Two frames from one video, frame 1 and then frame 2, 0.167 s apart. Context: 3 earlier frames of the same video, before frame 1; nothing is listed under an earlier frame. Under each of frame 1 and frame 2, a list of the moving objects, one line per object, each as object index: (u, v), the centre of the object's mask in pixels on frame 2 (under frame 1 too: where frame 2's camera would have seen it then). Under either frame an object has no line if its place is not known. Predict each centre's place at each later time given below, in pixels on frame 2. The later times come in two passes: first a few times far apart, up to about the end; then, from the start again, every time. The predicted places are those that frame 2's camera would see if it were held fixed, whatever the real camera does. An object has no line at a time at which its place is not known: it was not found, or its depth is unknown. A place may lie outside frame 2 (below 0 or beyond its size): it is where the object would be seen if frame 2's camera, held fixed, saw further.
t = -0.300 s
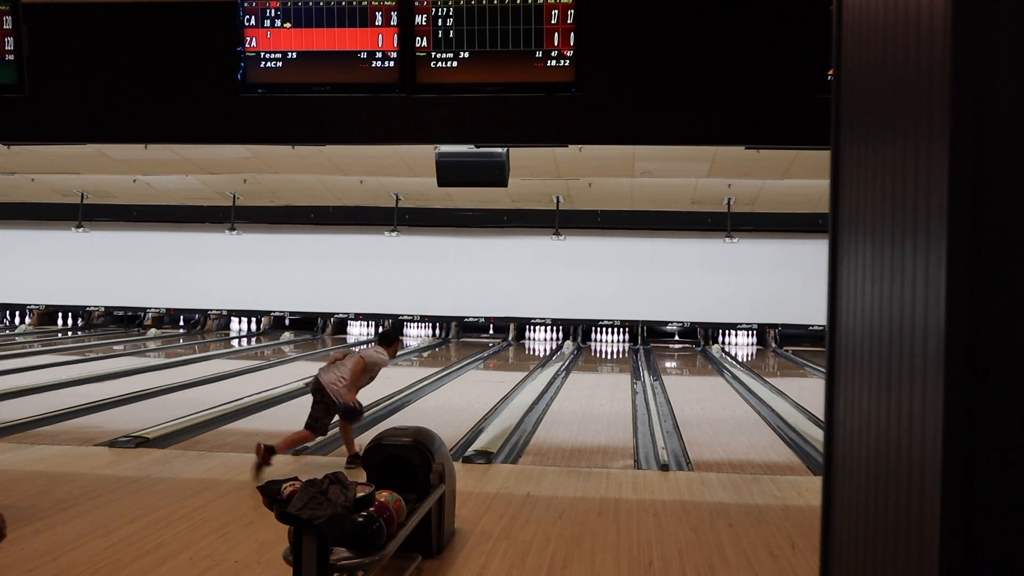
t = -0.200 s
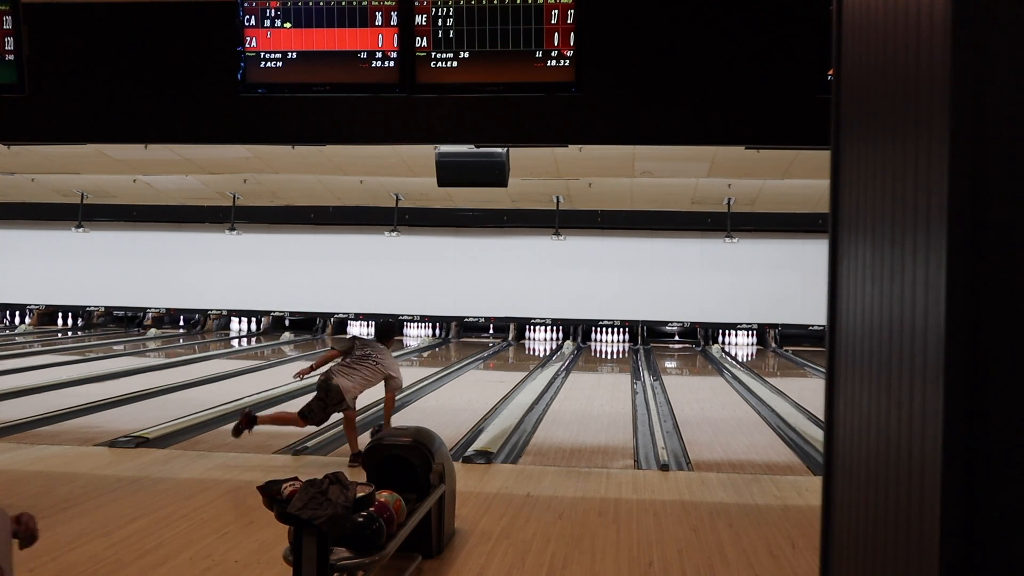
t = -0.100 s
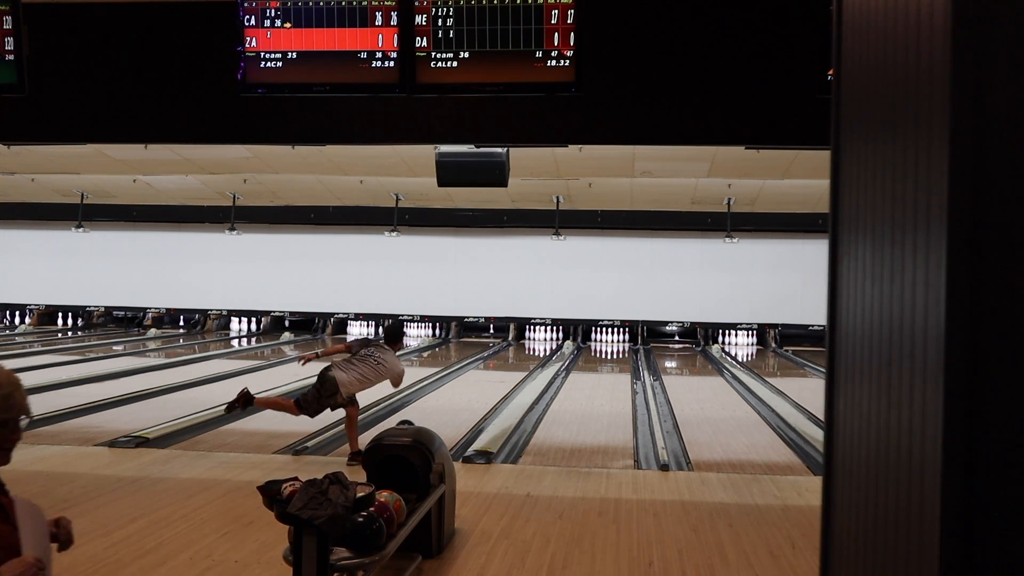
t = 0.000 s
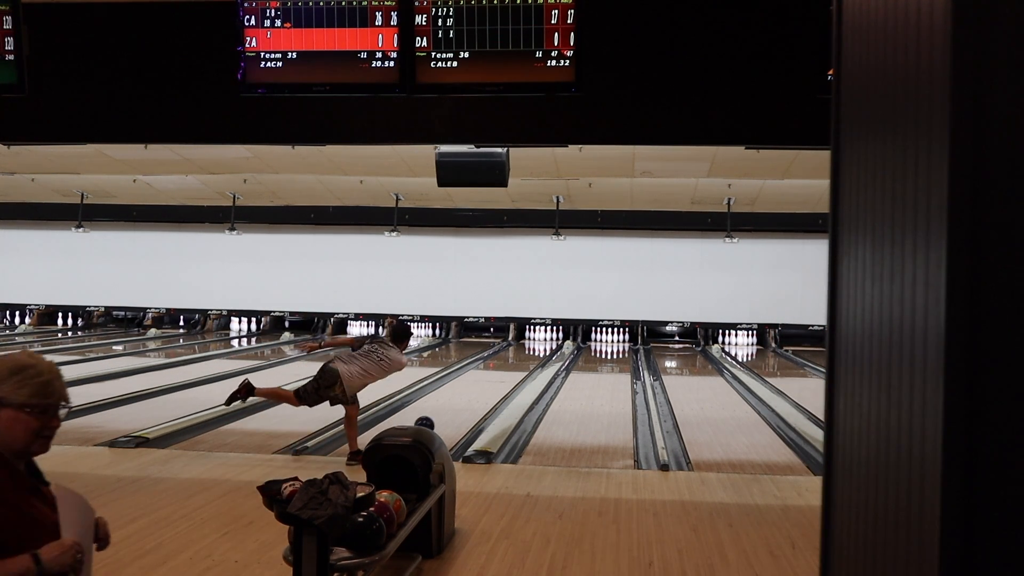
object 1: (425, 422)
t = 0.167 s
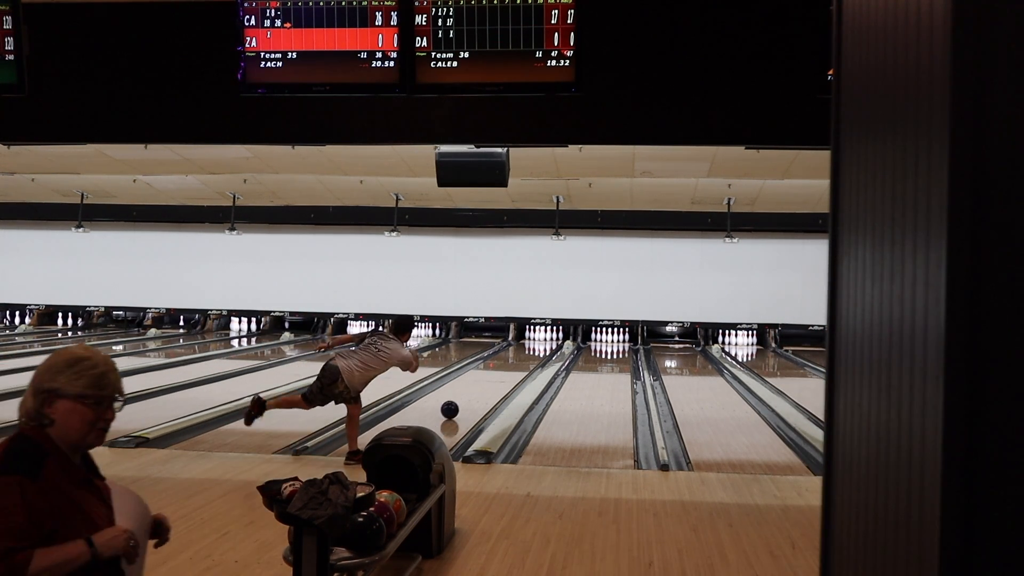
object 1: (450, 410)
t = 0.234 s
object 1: (459, 404)
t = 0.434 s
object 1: (480, 390)
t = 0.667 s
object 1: (500, 377)
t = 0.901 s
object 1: (515, 368)
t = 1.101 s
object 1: (526, 361)
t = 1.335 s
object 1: (535, 354)
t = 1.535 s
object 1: (540, 348)
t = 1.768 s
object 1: (544, 345)
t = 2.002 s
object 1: (545, 340)
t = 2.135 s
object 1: (545, 339)
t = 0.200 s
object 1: (454, 407)
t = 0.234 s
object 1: (459, 404)
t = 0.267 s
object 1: (462, 401)
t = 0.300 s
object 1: (466, 399)
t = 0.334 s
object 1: (470, 396)
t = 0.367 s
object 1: (474, 394)
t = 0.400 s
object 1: (477, 392)
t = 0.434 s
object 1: (480, 390)
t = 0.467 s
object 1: (483, 388)
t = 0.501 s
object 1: (486, 386)
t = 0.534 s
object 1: (489, 384)
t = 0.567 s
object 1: (492, 383)
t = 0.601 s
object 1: (495, 381)
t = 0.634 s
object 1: (497, 379)
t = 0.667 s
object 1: (500, 377)
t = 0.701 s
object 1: (502, 376)
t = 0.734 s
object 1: (505, 374)
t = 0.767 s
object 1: (507, 373)
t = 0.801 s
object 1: (509, 372)
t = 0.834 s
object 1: (511, 370)
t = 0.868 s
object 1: (513, 369)
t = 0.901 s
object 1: (515, 368)
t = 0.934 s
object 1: (517, 366)
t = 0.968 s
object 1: (519, 366)
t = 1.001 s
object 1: (521, 364)
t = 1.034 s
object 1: (522, 363)
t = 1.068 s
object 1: (524, 362)
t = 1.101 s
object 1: (526, 361)
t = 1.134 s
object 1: (527, 360)
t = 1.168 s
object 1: (528, 359)
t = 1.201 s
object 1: (530, 358)
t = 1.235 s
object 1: (531, 357)
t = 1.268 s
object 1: (532, 356)
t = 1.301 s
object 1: (534, 355)
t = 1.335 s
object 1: (535, 354)
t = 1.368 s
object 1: (536, 353)
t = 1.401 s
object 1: (537, 352)
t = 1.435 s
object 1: (538, 352)
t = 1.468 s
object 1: (539, 351)
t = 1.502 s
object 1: (540, 350)
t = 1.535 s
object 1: (540, 348)
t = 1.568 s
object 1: (541, 348)
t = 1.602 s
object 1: (541, 348)
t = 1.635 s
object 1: (542, 347)
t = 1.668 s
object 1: (543, 347)
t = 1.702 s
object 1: (543, 346)
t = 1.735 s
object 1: (544, 345)
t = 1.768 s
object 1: (544, 345)
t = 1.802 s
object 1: (544, 344)
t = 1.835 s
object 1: (545, 344)
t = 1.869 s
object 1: (545, 343)
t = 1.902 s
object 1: (545, 342)
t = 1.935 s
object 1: (546, 341)
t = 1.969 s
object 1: (545, 341)
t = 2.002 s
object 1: (545, 340)
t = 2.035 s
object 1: (545, 340)
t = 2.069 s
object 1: (545, 339)
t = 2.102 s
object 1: (545, 339)
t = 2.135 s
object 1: (545, 339)
